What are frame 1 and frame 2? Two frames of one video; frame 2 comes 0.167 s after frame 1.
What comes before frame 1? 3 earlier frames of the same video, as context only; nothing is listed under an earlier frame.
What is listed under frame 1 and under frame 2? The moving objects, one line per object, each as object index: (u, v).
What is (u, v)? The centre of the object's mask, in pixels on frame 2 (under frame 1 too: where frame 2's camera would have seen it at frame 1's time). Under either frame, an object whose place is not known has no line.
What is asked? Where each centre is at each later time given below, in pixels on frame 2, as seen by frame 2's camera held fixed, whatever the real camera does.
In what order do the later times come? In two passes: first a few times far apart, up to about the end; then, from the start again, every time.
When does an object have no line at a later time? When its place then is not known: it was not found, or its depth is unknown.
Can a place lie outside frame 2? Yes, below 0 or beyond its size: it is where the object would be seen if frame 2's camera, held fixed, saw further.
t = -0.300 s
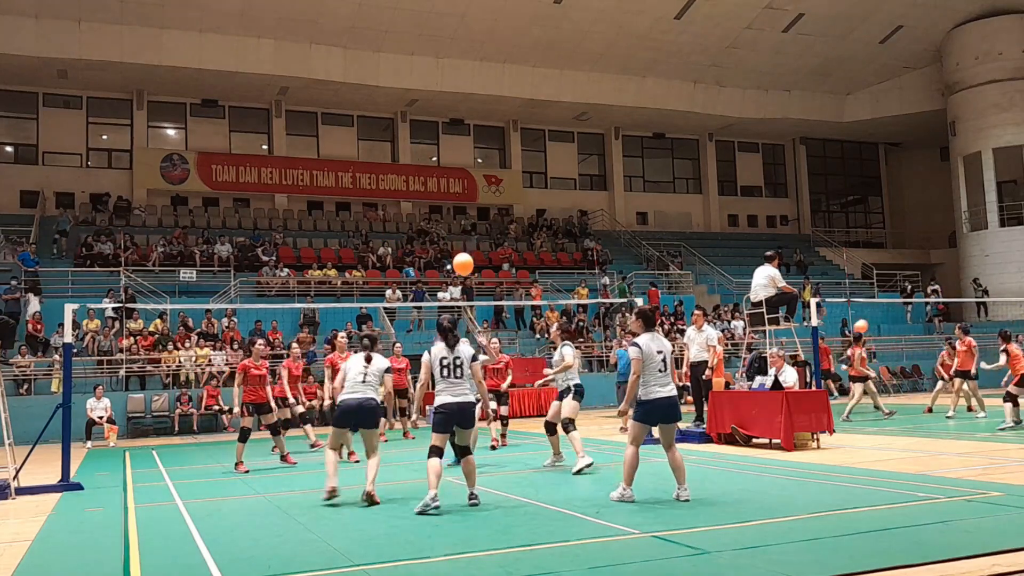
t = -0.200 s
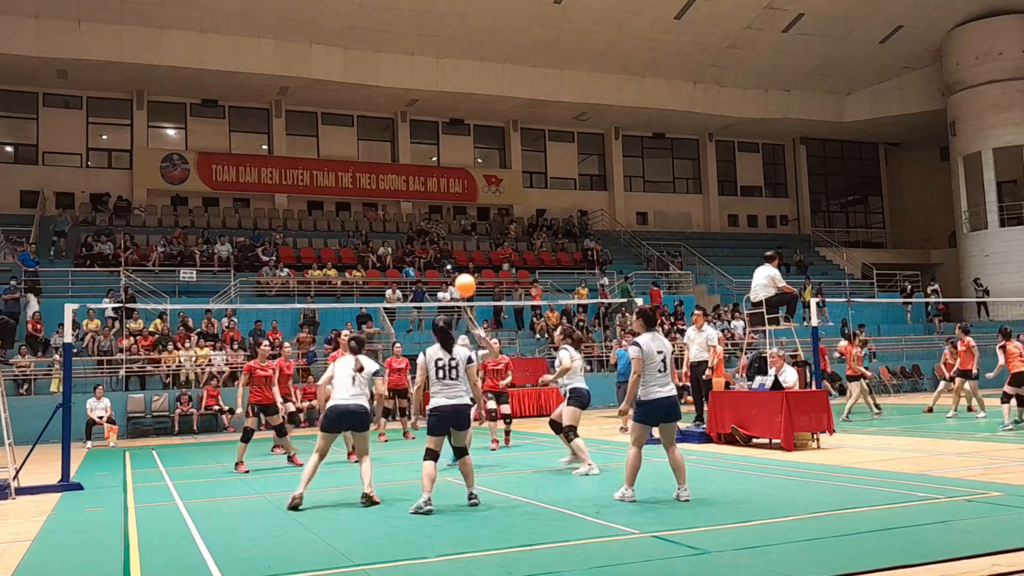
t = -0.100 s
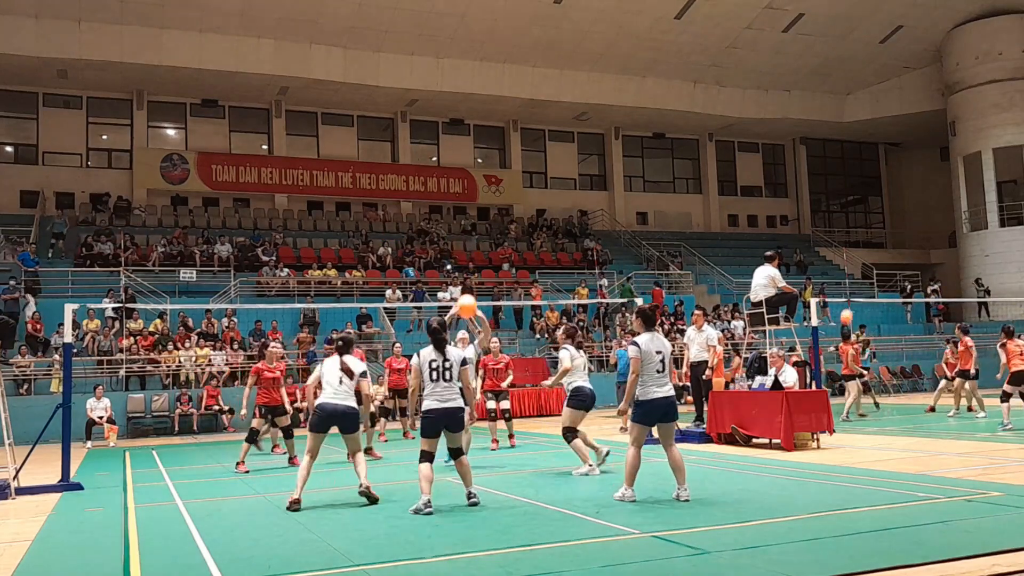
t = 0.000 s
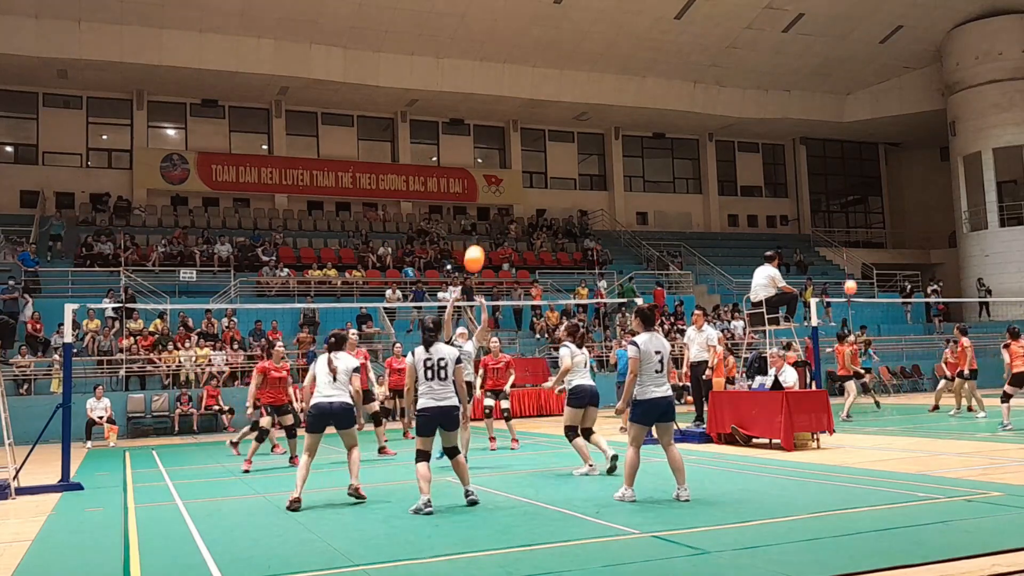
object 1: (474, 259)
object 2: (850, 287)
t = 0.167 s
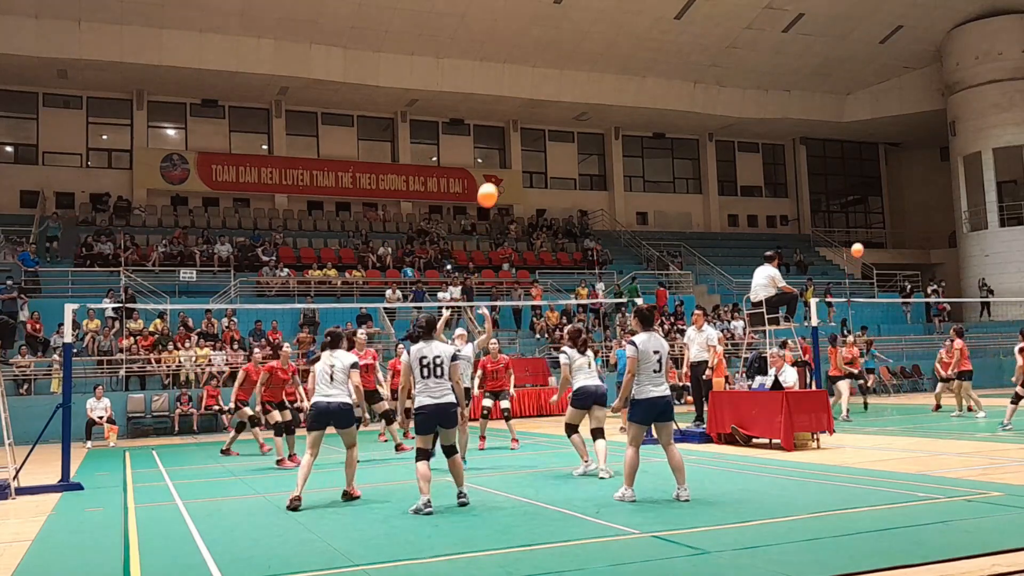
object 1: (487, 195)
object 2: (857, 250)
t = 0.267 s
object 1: (495, 168)
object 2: (861, 235)
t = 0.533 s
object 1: (514, 137)
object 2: (874, 216)
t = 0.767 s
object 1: (532, 156)
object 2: (888, 228)
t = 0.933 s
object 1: (545, 195)
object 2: (900, 254)
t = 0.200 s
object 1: (490, 185)
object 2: (859, 244)
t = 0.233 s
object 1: (492, 176)
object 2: (860, 239)
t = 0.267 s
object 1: (495, 168)
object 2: (861, 235)
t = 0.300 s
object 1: (497, 161)
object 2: (863, 230)
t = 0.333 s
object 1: (500, 155)
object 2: (864, 227)
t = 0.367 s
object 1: (502, 150)
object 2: (866, 224)
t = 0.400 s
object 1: (505, 146)
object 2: (867, 221)
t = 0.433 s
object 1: (507, 142)
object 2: (869, 219)
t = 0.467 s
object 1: (509, 140)
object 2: (871, 217)
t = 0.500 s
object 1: (512, 138)
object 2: (872, 216)
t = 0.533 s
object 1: (514, 137)
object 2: (874, 216)
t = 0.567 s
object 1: (516, 137)
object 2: (876, 216)
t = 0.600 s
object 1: (519, 138)
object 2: (878, 216)
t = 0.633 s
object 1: (521, 140)
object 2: (880, 218)
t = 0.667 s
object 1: (524, 142)
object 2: (882, 220)
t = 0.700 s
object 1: (527, 146)
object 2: (884, 222)
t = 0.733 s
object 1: (529, 151)
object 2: (886, 225)
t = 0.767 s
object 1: (532, 156)
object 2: (888, 228)
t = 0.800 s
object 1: (534, 162)
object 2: (891, 232)
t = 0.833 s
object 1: (537, 169)
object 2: (893, 237)
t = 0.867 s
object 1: (539, 177)
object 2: (895, 242)
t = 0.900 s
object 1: (542, 186)
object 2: (897, 248)
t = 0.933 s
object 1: (545, 195)
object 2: (900, 254)
